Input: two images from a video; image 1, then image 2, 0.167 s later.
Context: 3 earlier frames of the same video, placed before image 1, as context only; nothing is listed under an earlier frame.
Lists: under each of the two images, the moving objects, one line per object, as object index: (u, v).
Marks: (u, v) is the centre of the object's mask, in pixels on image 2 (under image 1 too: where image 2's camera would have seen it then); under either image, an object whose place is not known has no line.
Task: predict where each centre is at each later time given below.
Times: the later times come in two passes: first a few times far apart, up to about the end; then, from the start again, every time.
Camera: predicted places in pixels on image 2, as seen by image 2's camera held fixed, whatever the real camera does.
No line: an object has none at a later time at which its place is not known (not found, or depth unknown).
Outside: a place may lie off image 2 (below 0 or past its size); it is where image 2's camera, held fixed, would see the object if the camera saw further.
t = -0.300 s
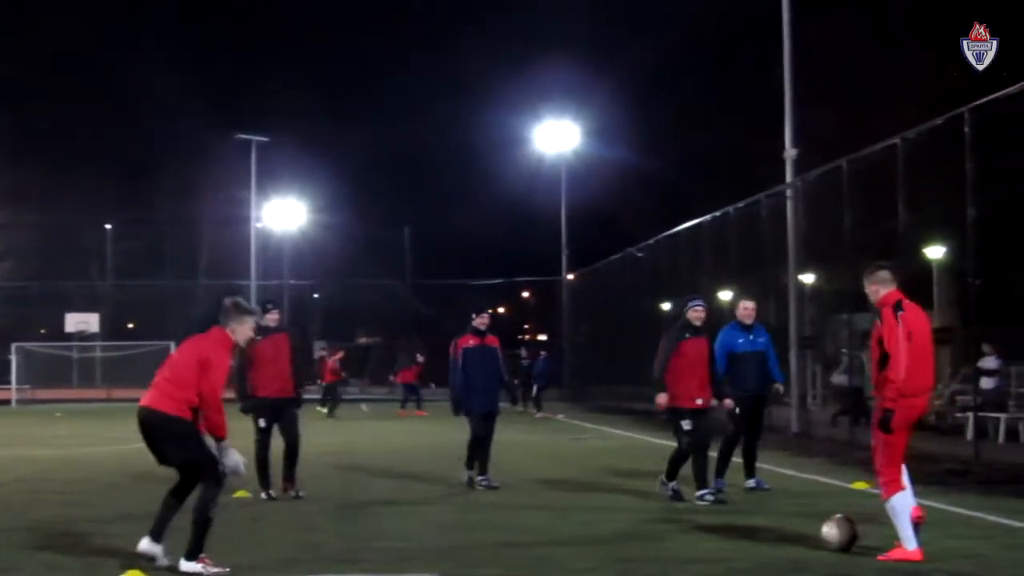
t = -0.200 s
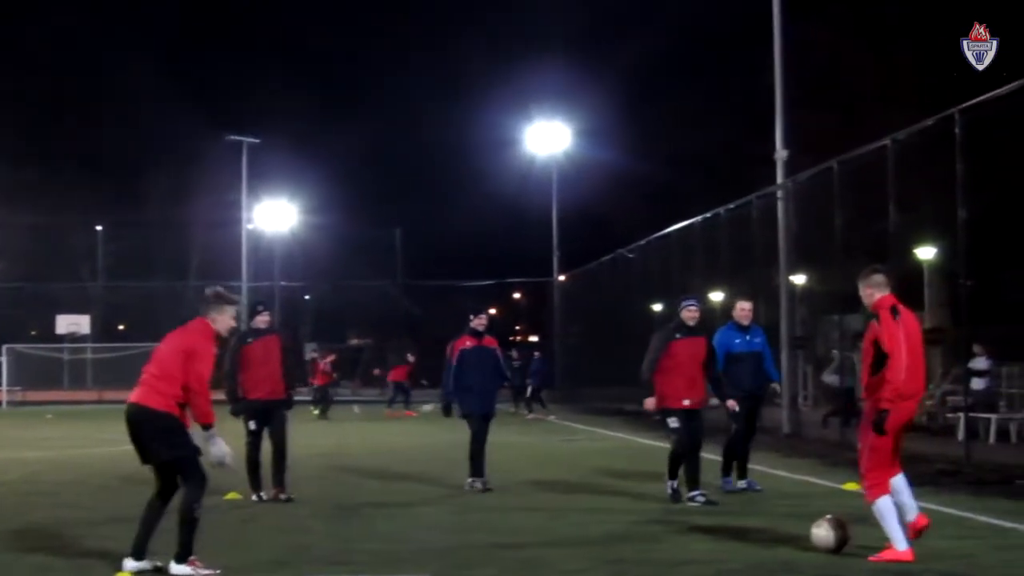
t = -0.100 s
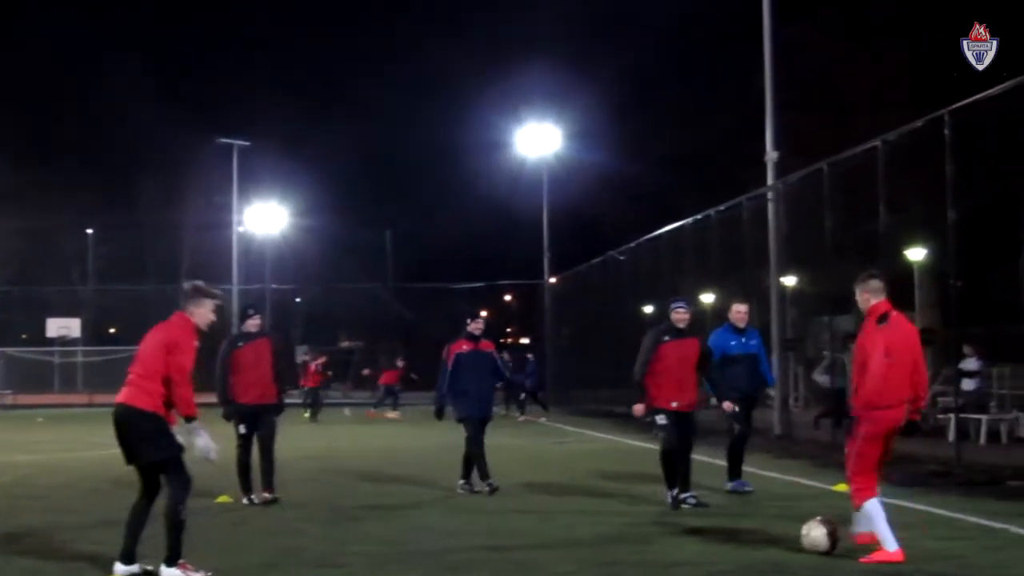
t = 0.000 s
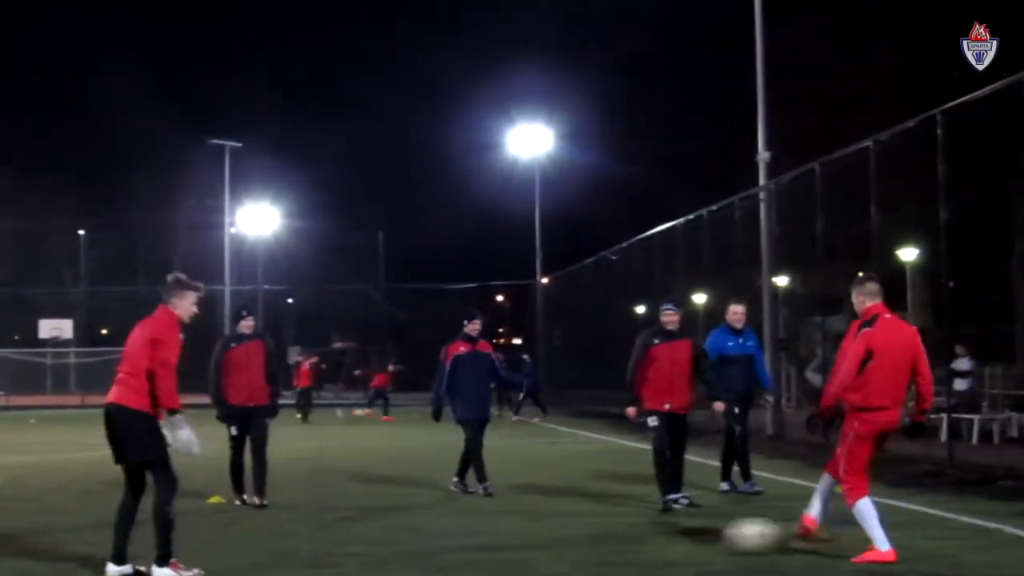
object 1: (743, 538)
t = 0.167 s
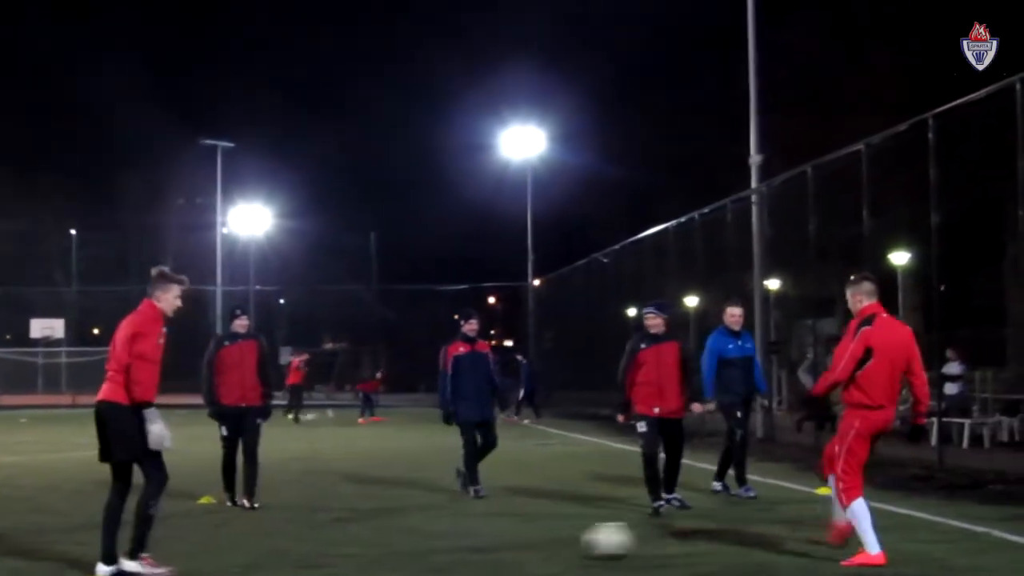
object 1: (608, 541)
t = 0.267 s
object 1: (540, 542)
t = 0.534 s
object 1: (382, 543)
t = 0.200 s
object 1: (584, 541)
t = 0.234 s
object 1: (561, 541)
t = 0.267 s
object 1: (540, 542)
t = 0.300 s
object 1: (518, 541)
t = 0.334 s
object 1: (498, 542)
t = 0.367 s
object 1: (478, 544)
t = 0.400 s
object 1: (458, 542)
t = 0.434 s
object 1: (439, 542)
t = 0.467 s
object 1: (421, 544)
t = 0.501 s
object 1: (401, 544)
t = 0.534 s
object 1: (382, 543)
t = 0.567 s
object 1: (365, 545)
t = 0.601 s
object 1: (347, 543)
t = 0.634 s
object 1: (328, 542)
